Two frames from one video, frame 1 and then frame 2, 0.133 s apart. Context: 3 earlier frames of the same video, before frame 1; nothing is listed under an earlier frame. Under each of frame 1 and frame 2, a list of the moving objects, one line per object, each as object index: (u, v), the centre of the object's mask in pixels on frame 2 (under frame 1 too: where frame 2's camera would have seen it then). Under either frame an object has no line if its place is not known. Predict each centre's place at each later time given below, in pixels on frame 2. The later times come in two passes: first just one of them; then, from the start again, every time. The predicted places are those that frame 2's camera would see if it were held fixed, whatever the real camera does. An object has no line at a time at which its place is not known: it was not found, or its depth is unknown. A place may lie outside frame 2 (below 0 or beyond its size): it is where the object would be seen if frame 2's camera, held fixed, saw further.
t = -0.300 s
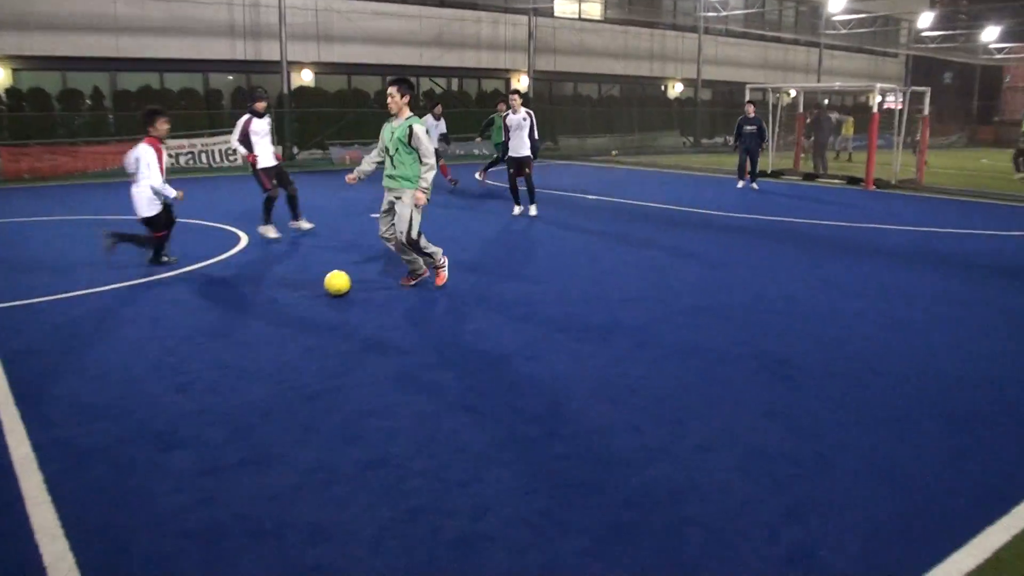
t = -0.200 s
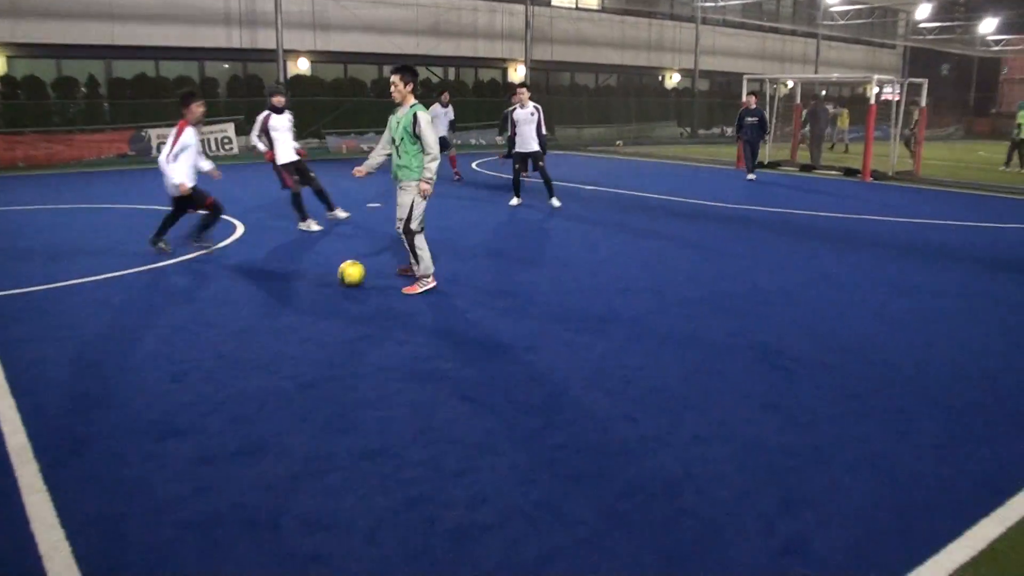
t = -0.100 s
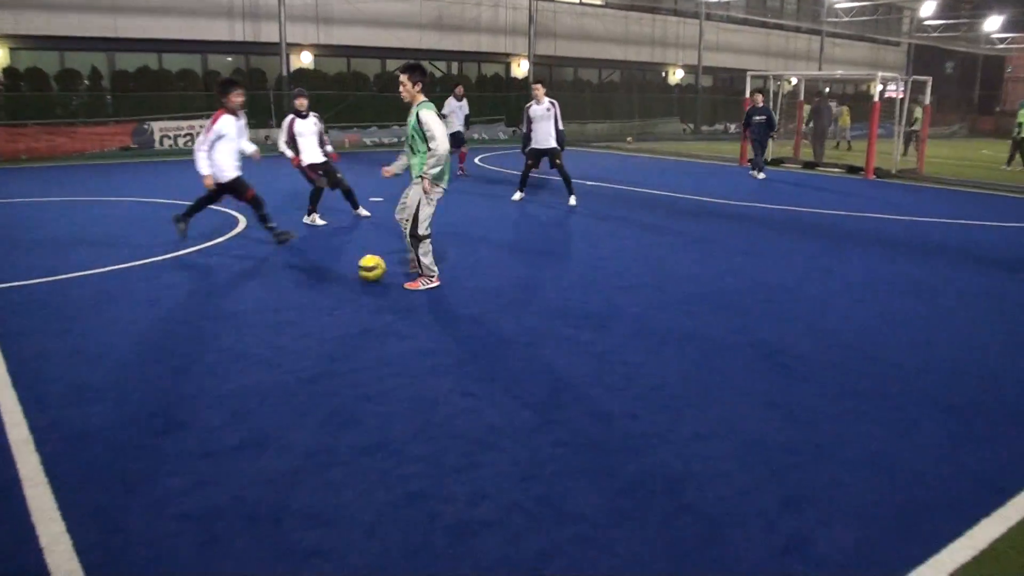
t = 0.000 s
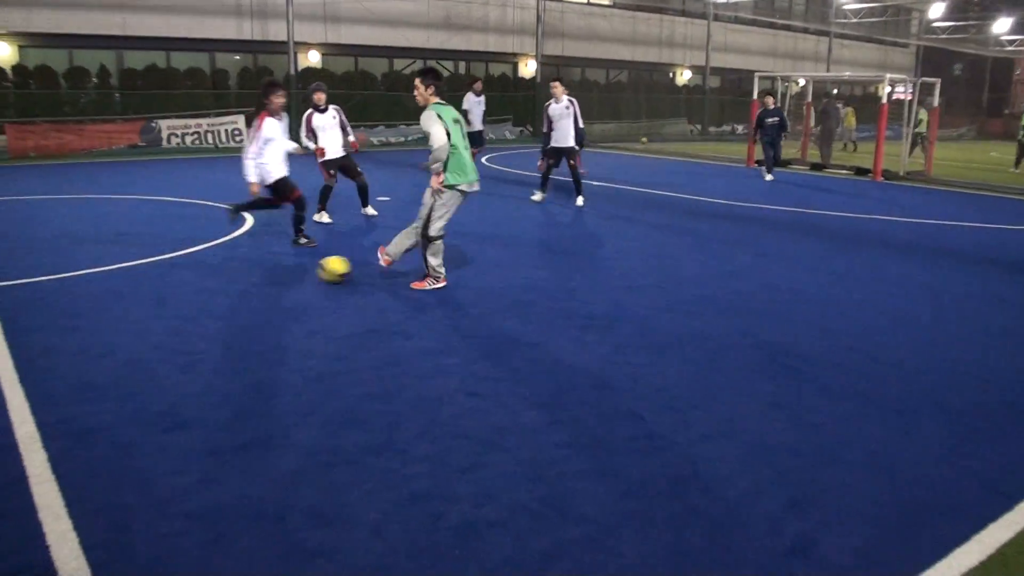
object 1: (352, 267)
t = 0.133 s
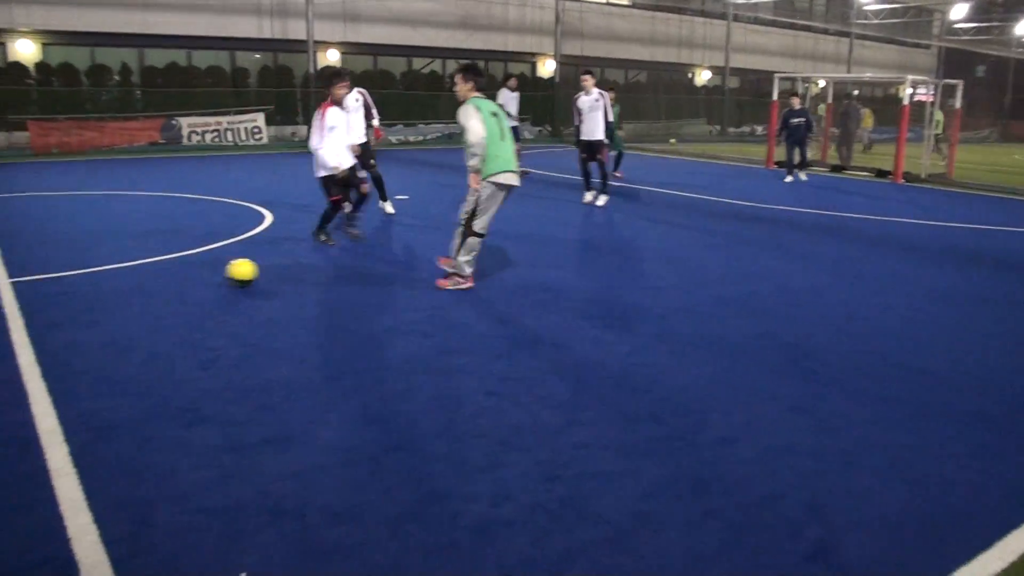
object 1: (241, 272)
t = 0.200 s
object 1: (188, 274)
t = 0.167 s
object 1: (214, 273)
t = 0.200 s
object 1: (188, 274)
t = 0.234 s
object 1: (161, 275)
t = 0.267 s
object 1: (134, 277)
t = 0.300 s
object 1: (108, 279)
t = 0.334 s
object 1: (82, 280)
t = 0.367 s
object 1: (56, 280)
